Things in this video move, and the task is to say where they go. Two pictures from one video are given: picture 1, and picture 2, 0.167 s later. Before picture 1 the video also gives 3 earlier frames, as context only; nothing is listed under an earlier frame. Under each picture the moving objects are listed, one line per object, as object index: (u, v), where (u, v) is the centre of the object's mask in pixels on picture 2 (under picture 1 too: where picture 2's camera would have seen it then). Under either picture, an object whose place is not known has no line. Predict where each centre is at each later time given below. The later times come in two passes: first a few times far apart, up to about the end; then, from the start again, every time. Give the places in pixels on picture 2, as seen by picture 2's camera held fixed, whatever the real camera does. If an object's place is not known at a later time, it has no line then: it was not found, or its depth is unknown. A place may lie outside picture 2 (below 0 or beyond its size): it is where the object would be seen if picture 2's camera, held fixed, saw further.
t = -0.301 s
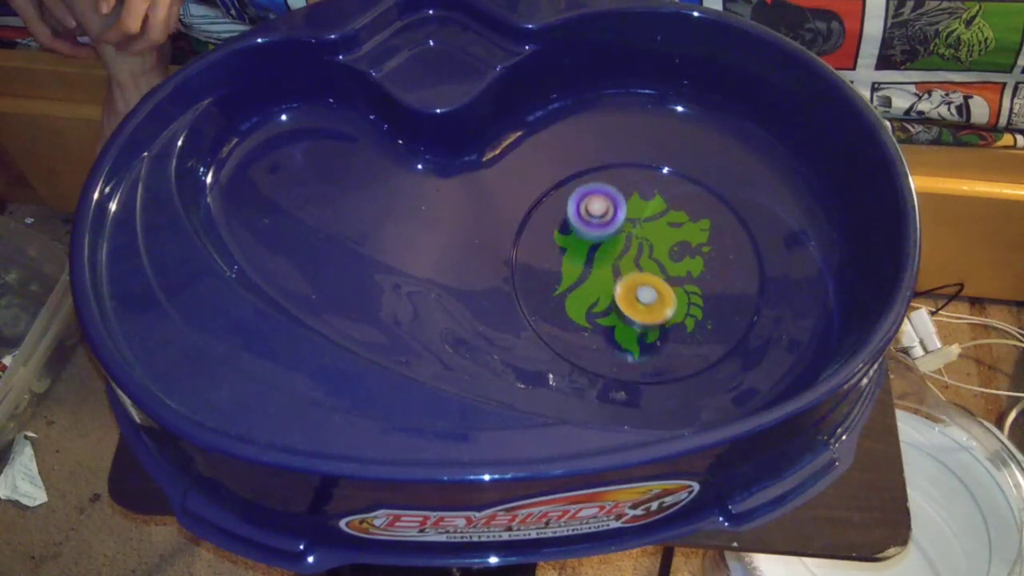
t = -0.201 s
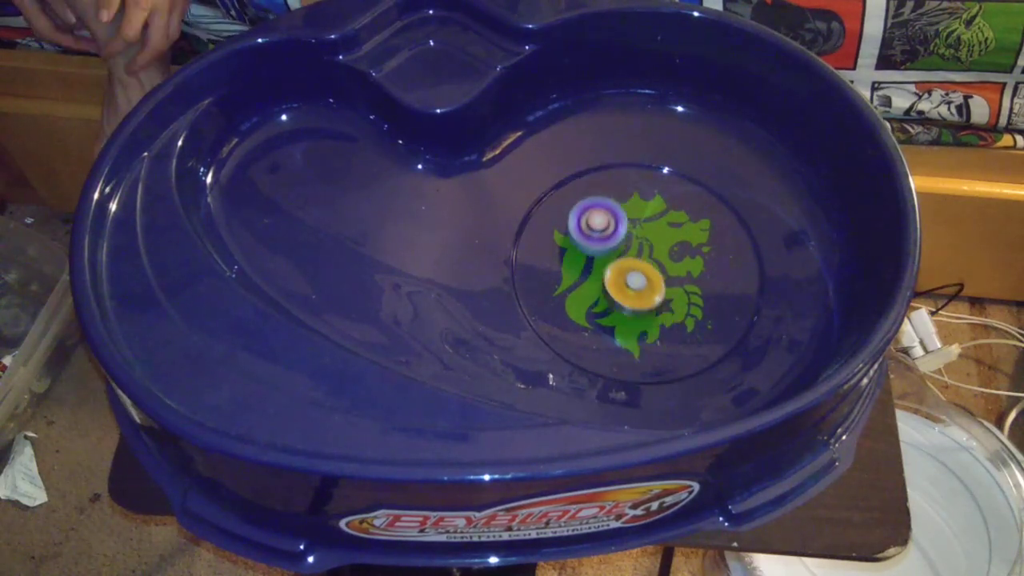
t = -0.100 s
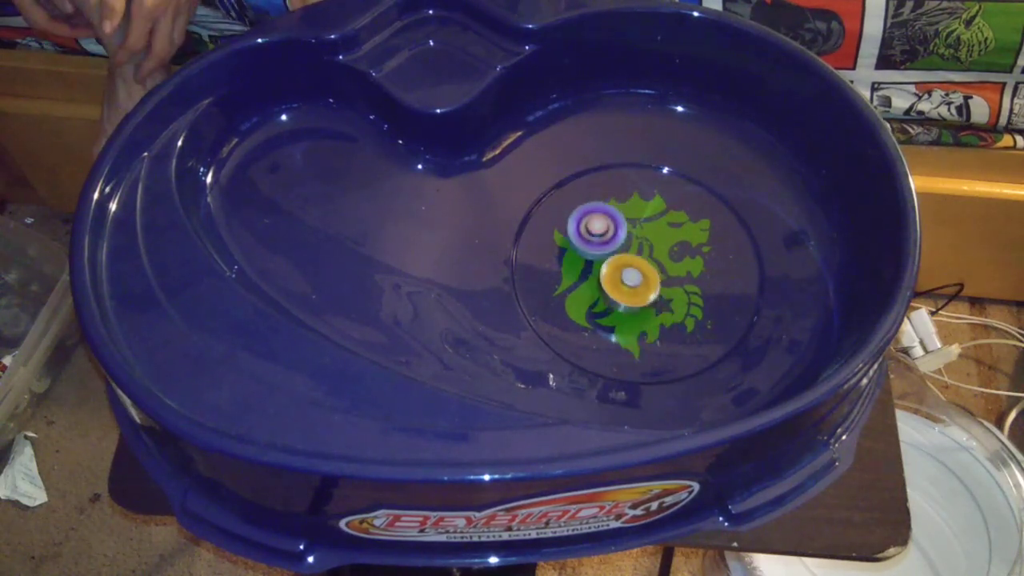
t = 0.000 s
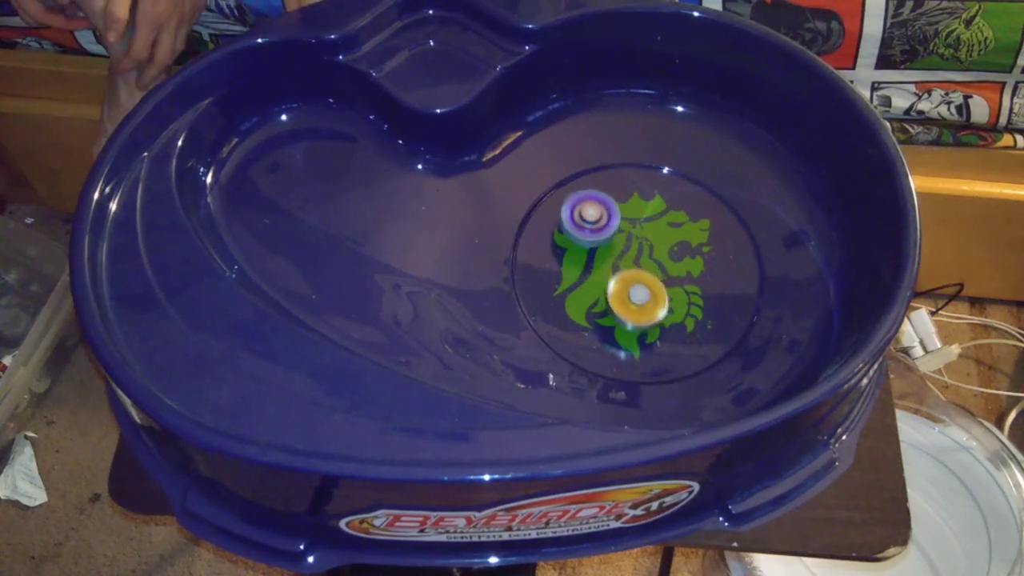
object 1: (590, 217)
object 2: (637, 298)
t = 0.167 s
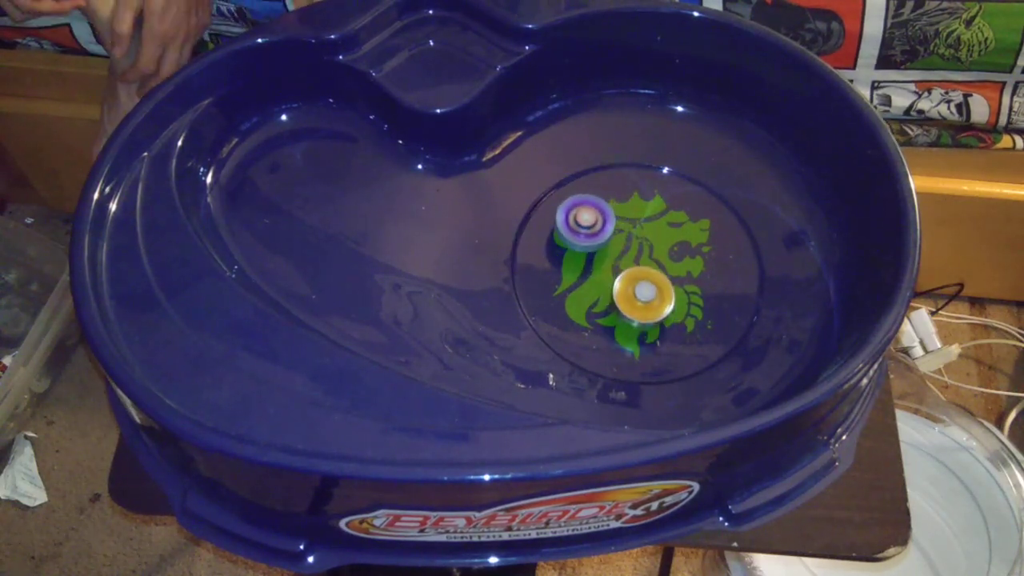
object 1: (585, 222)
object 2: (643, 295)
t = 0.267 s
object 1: (584, 229)
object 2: (647, 287)
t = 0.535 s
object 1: (587, 245)
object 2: (655, 269)
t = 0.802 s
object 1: (596, 257)
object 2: (661, 260)
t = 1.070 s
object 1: (579, 265)
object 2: (699, 257)
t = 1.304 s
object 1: (580, 272)
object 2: (703, 258)
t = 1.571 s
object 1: (589, 273)
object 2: (690, 265)
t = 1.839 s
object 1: (593, 266)
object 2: (670, 274)
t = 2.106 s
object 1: (593, 259)
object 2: (656, 276)
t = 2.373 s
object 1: (559, 237)
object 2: (685, 288)
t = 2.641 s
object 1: (564, 236)
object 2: (671, 277)
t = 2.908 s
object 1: (588, 238)
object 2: (648, 265)
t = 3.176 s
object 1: (597, 232)
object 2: (649, 269)
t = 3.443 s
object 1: (595, 217)
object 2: (673, 293)
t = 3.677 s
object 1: (570, 194)
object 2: (722, 339)
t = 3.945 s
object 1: (573, 208)
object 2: (702, 326)
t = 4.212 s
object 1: (596, 234)
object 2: (659, 309)
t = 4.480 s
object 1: (614, 237)
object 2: (628, 299)
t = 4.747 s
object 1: (622, 236)
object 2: (620, 292)
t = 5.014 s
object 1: (640, 176)
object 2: (605, 357)
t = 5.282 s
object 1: (636, 181)
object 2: (614, 347)
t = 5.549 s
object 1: (638, 212)
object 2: (622, 315)
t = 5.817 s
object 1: (650, 211)
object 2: (621, 323)
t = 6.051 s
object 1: (645, 216)
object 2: (635, 328)
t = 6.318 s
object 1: (627, 239)
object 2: (652, 319)
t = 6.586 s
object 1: (614, 256)
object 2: (658, 307)
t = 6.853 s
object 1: (601, 256)
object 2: (661, 300)
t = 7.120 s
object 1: (593, 254)
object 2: (657, 287)
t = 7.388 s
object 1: (592, 246)
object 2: (650, 273)
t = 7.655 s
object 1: (543, 208)
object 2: (739, 319)
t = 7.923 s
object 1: (563, 228)
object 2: (735, 305)
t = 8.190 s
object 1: (597, 247)
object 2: (707, 291)
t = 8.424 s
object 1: (603, 261)
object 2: (691, 276)
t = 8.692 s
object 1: (602, 276)
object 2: (679, 255)
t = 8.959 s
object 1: (603, 289)
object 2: (670, 242)
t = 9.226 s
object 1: (603, 292)
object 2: (660, 239)
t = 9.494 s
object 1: (604, 286)
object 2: (649, 243)
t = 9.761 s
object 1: (566, 300)
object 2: (683, 220)
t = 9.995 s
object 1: (569, 296)
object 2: (676, 220)
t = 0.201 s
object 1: (584, 225)
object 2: (644, 292)
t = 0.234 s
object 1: (584, 227)
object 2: (646, 290)
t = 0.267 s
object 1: (584, 229)
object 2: (647, 287)
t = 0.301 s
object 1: (584, 231)
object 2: (648, 284)
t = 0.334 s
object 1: (584, 233)
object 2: (649, 282)
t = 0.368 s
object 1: (585, 235)
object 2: (650, 279)
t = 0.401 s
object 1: (585, 237)
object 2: (651, 277)
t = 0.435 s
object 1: (585, 239)
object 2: (652, 275)
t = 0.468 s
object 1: (586, 241)
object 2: (653, 273)
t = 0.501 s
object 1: (587, 243)
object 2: (654, 271)
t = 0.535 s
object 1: (587, 245)
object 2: (655, 269)
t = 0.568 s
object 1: (588, 246)
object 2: (655, 268)
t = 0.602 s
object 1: (590, 249)
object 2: (656, 266)
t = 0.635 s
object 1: (590, 250)
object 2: (657, 265)
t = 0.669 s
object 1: (592, 251)
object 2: (657, 264)
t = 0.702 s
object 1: (593, 253)
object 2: (658, 262)
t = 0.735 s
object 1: (595, 255)
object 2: (658, 261)
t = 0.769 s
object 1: (595, 256)
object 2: (659, 260)
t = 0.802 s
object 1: (596, 257)
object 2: (661, 260)
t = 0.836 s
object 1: (596, 258)
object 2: (661, 259)
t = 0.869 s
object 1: (597, 259)
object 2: (662, 258)
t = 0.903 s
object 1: (598, 261)
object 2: (662, 258)
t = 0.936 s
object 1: (593, 261)
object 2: (670, 257)
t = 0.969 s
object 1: (586, 261)
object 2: (682, 257)
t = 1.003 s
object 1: (582, 262)
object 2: (690, 257)
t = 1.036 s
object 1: (580, 263)
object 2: (695, 257)
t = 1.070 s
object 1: (579, 265)
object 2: (699, 257)
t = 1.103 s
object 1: (578, 266)
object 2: (700, 257)
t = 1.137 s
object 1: (578, 267)
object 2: (702, 257)
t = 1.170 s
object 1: (578, 268)
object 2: (702, 257)
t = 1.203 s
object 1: (579, 269)
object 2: (703, 257)
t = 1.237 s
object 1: (579, 270)
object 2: (703, 257)
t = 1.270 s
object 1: (580, 271)
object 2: (703, 257)
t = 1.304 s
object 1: (580, 272)
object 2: (703, 258)
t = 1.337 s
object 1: (581, 272)
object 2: (703, 258)
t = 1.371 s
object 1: (582, 273)
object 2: (702, 259)
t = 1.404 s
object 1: (583, 273)
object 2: (701, 260)
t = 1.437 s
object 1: (584, 273)
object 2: (700, 261)
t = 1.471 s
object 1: (586, 273)
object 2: (698, 262)
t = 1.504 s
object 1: (587, 273)
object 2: (696, 263)
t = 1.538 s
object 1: (588, 273)
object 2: (693, 264)
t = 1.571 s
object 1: (589, 273)
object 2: (690, 265)
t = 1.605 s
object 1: (591, 272)
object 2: (687, 266)
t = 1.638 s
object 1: (593, 272)
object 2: (683, 267)
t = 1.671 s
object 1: (594, 271)
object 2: (679, 268)
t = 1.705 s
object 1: (596, 270)
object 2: (675, 269)
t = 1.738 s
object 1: (598, 269)
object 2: (671, 270)
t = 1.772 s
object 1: (600, 269)
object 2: (666, 271)
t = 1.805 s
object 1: (597, 268)
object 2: (667, 272)
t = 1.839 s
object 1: (593, 266)
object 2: (670, 274)
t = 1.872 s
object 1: (590, 264)
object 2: (671, 276)
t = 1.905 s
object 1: (590, 263)
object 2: (670, 276)
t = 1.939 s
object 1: (590, 262)
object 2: (668, 277)
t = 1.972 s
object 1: (590, 261)
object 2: (666, 277)
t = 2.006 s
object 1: (590, 260)
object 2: (664, 277)
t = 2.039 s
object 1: (591, 260)
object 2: (661, 277)
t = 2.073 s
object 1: (592, 259)
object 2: (658, 276)
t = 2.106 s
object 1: (593, 259)
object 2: (656, 276)
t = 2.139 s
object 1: (584, 253)
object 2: (665, 279)
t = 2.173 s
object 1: (575, 248)
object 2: (675, 284)
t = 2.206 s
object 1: (568, 244)
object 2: (682, 288)
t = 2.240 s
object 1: (564, 241)
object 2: (685, 290)
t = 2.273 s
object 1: (562, 239)
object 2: (686, 290)
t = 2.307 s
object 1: (560, 238)
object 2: (686, 289)
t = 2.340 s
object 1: (559, 237)
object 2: (686, 289)
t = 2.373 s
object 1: (559, 237)
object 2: (685, 288)
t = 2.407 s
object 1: (558, 237)
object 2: (684, 286)
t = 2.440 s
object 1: (558, 237)
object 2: (683, 285)
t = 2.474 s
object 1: (558, 237)
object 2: (682, 284)
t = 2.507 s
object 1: (559, 237)
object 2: (680, 283)
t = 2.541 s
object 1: (560, 236)
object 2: (678, 281)
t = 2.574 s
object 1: (561, 236)
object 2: (676, 280)
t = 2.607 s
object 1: (562, 236)
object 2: (673, 279)
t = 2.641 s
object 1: (564, 236)
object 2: (671, 277)
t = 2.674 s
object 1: (566, 236)
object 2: (668, 276)
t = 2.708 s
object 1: (568, 236)
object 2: (665, 274)
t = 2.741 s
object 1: (571, 237)
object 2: (662, 273)
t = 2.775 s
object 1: (574, 237)
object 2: (659, 272)
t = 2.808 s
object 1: (577, 237)
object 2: (656, 270)
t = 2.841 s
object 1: (580, 237)
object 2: (653, 268)
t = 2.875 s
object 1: (584, 237)
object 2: (651, 267)
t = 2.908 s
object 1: (588, 238)
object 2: (648, 265)
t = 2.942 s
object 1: (589, 237)
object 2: (648, 266)
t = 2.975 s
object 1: (589, 235)
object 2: (649, 267)
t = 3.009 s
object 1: (591, 235)
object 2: (649, 267)
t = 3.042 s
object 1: (593, 234)
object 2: (647, 267)
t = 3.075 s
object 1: (594, 233)
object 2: (648, 267)
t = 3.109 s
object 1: (594, 232)
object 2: (649, 269)
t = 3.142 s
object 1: (596, 232)
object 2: (649, 269)
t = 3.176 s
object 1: (597, 232)
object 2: (649, 269)
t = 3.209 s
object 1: (599, 232)
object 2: (649, 269)
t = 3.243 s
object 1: (599, 231)
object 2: (651, 270)
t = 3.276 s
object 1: (600, 231)
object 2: (652, 271)
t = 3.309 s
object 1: (602, 231)
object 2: (653, 272)
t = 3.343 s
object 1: (603, 232)
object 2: (653, 272)
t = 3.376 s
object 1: (605, 233)
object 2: (653, 272)
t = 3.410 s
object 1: (605, 231)
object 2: (658, 275)
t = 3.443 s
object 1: (595, 217)
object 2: (673, 293)
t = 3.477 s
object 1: (587, 206)
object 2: (688, 309)
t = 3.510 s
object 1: (581, 198)
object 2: (700, 321)
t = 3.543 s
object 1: (577, 194)
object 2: (710, 330)
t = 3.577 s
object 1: (574, 192)
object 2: (716, 336)
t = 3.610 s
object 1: (573, 192)
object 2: (721, 339)
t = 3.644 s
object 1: (572, 192)
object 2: (723, 340)
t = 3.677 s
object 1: (570, 194)
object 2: (722, 339)
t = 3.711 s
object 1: (569, 195)
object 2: (721, 335)
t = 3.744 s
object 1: (569, 197)
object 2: (719, 333)
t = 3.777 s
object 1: (569, 198)
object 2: (717, 331)
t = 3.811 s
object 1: (569, 200)
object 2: (714, 329)
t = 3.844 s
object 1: (569, 202)
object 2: (712, 328)
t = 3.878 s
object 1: (570, 204)
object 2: (709, 328)
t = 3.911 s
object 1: (571, 206)
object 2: (706, 327)
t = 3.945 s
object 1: (573, 208)
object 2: (702, 326)
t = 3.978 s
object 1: (575, 211)
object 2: (697, 325)
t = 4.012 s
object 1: (577, 214)
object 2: (693, 324)
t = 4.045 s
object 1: (580, 217)
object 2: (688, 323)
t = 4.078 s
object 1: (583, 220)
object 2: (683, 321)
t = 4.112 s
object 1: (586, 223)
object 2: (677, 319)
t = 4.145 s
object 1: (589, 227)
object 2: (672, 315)
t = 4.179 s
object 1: (593, 230)
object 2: (666, 312)
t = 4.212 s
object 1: (596, 234)
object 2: (659, 309)
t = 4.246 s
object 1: (600, 237)
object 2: (653, 305)
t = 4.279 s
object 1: (603, 241)
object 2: (646, 300)
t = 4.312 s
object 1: (607, 244)
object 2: (640, 296)
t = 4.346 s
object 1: (608, 243)
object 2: (638, 297)
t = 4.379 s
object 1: (609, 241)
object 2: (635, 299)
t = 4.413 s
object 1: (610, 240)
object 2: (632, 298)
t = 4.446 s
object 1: (612, 241)
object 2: (629, 296)
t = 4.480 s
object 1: (614, 237)
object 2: (628, 299)
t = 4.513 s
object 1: (615, 233)
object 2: (626, 304)
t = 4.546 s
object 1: (616, 232)
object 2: (624, 305)
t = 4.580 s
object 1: (617, 231)
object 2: (623, 304)
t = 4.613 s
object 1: (618, 232)
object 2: (622, 303)
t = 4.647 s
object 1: (619, 232)
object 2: (621, 300)
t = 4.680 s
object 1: (620, 234)
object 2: (620, 298)
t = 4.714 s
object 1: (621, 235)
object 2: (620, 295)
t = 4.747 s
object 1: (622, 236)
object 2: (620, 292)
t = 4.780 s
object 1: (626, 225)
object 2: (617, 303)
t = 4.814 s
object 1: (632, 208)
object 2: (611, 323)
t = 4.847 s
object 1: (636, 195)
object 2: (607, 338)
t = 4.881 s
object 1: (639, 187)
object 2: (604, 348)
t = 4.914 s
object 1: (641, 181)
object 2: (603, 353)
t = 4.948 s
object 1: (641, 178)
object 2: (603, 356)
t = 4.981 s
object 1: (641, 176)
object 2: (604, 357)
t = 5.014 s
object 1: (640, 176)
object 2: (605, 357)
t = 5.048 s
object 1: (640, 175)
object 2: (607, 357)
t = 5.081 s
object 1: (639, 175)
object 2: (608, 357)
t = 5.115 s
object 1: (638, 175)
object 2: (609, 356)
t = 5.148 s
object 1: (637, 176)
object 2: (610, 355)
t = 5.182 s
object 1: (637, 177)
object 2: (611, 354)
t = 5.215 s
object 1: (636, 178)
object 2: (612, 352)
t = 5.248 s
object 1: (636, 179)
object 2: (613, 349)
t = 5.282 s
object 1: (636, 181)
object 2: (614, 347)
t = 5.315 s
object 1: (636, 184)
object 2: (615, 343)
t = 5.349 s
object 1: (637, 187)
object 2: (616, 340)
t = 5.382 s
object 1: (637, 191)
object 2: (617, 336)
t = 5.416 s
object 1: (637, 194)
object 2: (618, 332)
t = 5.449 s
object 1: (637, 198)
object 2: (619, 328)
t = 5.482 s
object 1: (638, 203)
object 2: (620, 324)
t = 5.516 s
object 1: (638, 207)
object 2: (621, 320)
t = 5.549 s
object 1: (638, 212)
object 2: (622, 315)
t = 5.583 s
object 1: (638, 216)
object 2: (624, 311)
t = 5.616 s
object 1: (638, 221)
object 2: (625, 306)
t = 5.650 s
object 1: (638, 226)
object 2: (627, 301)
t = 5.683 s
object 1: (638, 231)
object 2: (629, 296)
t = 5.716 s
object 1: (638, 234)
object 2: (630, 292)
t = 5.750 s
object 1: (641, 228)
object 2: (628, 301)
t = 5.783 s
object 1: (646, 217)
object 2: (624, 314)
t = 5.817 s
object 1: (650, 211)
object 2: (621, 323)
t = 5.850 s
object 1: (652, 207)
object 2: (620, 329)
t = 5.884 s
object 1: (652, 206)
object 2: (621, 332)
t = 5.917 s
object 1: (652, 207)
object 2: (623, 332)
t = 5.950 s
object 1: (651, 208)
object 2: (625, 331)
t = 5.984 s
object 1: (649, 211)
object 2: (628, 330)
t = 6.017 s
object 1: (647, 213)
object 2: (631, 329)
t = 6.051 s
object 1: (645, 216)
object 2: (635, 328)
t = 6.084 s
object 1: (643, 219)
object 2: (638, 327)
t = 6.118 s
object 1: (640, 222)
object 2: (640, 326)
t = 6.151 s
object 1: (638, 225)
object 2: (643, 325)
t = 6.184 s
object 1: (635, 228)
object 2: (645, 324)
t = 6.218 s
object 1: (633, 231)
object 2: (646, 323)
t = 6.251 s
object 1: (631, 233)
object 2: (649, 322)
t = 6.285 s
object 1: (629, 236)
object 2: (651, 320)
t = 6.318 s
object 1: (627, 239)
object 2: (652, 319)
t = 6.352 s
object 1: (625, 241)
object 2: (653, 318)
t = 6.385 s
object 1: (623, 244)
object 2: (654, 317)
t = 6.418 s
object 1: (621, 246)
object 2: (655, 315)
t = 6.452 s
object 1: (619, 248)
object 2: (656, 314)
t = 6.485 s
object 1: (617, 251)
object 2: (657, 312)
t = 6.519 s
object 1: (616, 252)
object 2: (657, 311)
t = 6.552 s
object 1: (615, 255)
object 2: (657, 309)
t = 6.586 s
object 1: (614, 256)
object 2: (658, 307)
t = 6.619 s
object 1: (613, 258)
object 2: (658, 305)
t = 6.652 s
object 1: (612, 259)
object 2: (657, 303)
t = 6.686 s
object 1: (611, 260)
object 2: (658, 303)
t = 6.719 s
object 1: (608, 258)
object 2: (661, 304)
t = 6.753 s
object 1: (605, 257)
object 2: (661, 304)
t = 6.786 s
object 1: (603, 257)
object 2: (661, 303)
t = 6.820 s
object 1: (602, 256)
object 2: (661, 301)
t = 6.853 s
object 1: (601, 256)
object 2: (661, 300)
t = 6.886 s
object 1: (599, 256)
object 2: (661, 298)
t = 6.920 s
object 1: (598, 256)
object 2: (660, 297)
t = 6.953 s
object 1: (597, 257)
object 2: (660, 295)
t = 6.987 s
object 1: (596, 257)
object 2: (660, 294)
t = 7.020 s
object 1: (596, 257)
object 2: (659, 292)
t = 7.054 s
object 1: (595, 256)
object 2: (659, 291)
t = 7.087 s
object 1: (594, 255)
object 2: (658, 289)
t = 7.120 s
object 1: (593, 254)
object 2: (657, 287)
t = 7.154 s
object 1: (592, 253)
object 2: (656, 285)
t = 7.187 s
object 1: (591, 252)
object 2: (655, 283)
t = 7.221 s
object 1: (590, 251)
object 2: (654, 282)
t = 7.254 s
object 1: (590, 250)
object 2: (654, 280)
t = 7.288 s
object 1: (590, 249)
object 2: (653, 278)
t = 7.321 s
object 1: (591, 248)
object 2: (652, 276)
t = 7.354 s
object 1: (591, 246)
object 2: (651, 275)
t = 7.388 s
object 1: (592, 246)
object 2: (650, 273)
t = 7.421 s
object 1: (587, 240)
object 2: (656, 275)
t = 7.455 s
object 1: (571, 226)
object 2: (680, 288)
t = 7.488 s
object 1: (558, 215)
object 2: (698, 300)
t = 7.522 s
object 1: (548, 206)
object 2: (713, 308)
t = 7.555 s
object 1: (541, 200)
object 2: (725, 313)
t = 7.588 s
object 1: (539, 198)
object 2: (733, 317)
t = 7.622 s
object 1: (540, 203)
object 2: (737, 319)
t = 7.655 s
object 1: (543, 208)
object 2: (739, 319)
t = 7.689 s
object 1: (546, 213)
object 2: (741, 317)
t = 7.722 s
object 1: (548, 217)
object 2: (741, 316)
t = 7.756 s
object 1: (551, 221)
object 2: (741, 314)
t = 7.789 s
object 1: (553, 223)
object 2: (741, 312)
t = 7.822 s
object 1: (555, 224)
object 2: (740, 310)
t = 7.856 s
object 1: (557, 226)
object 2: (739, 308)
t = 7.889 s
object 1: (560, 227)
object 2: (737, 307)
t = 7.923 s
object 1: (563, 228)
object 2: (735, 305)
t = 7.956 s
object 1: (567, 230)
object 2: (733, 303)
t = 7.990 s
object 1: (571, 232)
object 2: (730, 302)
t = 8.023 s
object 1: (576, 234)
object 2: (727, 300)
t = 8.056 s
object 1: (580, 236)
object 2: (724, 299)
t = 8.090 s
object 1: (584, 239)
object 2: (721, 297)
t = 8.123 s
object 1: (588, 241)
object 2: (716, 295)
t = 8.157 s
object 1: (593, 244)
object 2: (712, 293)
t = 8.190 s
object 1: (597, 247)
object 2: (707, 291)
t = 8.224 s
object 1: (601, 250)
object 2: (702, 289)
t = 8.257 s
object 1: (605, 253)
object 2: (697, 285)
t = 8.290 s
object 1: (609, 256)
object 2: (691, 282)
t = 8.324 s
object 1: (613, 259)
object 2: (686, 278)
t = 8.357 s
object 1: (614, 262)
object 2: (682, 276)
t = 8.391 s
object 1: (609, 261)
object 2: (687, 276)
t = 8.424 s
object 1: (603, 261)
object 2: (691, 276)
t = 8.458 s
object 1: (600, 261)
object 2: (692, 274)
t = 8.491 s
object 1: (600, 262)
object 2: (691, 272)
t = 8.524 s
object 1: (600, 264)
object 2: (689, 269)
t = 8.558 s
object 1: (601, 266)
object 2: (686, 266)
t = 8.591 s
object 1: (601, 268)
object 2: (684, 264)
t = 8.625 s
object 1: (602, 271)
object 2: (682, 261)
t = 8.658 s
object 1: (602, 273)
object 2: (680, 258)
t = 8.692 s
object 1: (602, 276)
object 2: (679, 255)
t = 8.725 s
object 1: (602, 278)
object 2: (677, 253)
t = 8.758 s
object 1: (603, 279)
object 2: (676, 251)
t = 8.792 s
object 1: (603, 281)
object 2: (674, 249)
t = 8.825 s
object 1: (603, 283)
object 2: (673, 247)
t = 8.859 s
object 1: (603, 285)
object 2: (672, 245)
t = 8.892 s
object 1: (603, 286)
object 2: (671, 244)
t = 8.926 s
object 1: (603, 287)
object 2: (671, 243)
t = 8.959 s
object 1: (603, 289)
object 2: (670, 242)
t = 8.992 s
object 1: (603, 290)
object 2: (669, 240)
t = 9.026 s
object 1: (603, 291)
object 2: (667, 239)
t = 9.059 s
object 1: (603, 291)
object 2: (666, 239)
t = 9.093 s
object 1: (603, 292)
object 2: (665, 239)
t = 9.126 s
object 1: (603, 292)
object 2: (664, 238)
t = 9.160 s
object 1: (603, 292)
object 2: (663, 238)
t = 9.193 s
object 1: (603, 292)
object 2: (662, 238)
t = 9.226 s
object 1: (603, 292)
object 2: (660, 239)
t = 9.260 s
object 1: (603, 292)
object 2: (659, 239)
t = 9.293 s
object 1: (603, 291)
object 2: (658, 239)
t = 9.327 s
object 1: (603, 291)
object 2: (656, 240)
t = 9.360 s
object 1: (603, 290)
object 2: (655, 241)
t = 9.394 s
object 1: (603, 289)
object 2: (653, 241)
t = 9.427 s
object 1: (603, 288)
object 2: (652, 242)
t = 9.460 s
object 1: (604, 287)
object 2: (650, 243)
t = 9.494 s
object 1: (604, 286)
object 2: (649, 243)
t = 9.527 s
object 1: (604, 285)
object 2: (647, 244)
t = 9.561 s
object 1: (597, 287)
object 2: (652, 241)
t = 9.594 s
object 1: (584, 293)
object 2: (664, 233)
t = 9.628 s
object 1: (576, 297)
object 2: (673, 227)
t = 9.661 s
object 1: (570, 299)
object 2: (679, 223)
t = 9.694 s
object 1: (568, 300)
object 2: (682, 221)
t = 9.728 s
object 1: (567, 300)
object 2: (683, 220)
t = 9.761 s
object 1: (566, 300)
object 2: (683, 220)
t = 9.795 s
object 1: (566, 301)
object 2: (682, 219)
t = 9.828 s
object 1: (566, 300)
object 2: (681, 218)
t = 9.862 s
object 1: (567, 300)
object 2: (680, 218)
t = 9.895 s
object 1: (567, 300)
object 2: (680, 218)
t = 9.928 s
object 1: (568, 299)
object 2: (678, 219)
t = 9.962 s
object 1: (568, 298)
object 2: (677, 219)
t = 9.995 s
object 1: (569, 296)
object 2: (676, 220)
